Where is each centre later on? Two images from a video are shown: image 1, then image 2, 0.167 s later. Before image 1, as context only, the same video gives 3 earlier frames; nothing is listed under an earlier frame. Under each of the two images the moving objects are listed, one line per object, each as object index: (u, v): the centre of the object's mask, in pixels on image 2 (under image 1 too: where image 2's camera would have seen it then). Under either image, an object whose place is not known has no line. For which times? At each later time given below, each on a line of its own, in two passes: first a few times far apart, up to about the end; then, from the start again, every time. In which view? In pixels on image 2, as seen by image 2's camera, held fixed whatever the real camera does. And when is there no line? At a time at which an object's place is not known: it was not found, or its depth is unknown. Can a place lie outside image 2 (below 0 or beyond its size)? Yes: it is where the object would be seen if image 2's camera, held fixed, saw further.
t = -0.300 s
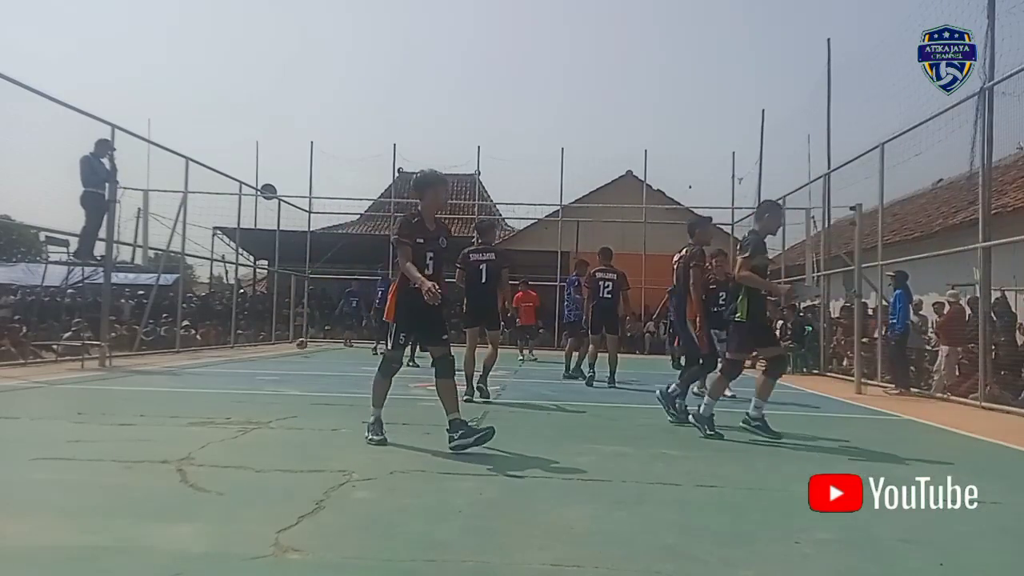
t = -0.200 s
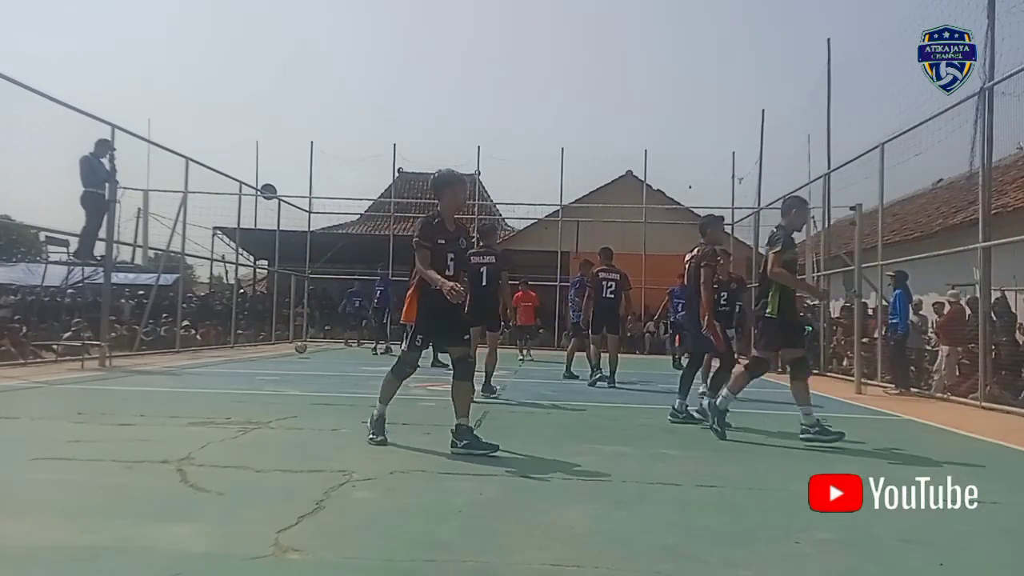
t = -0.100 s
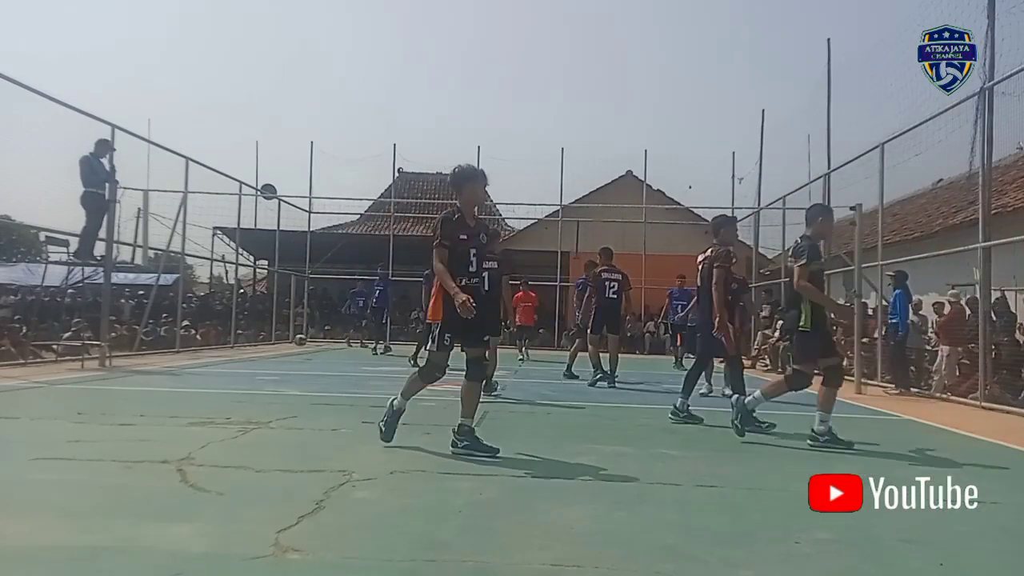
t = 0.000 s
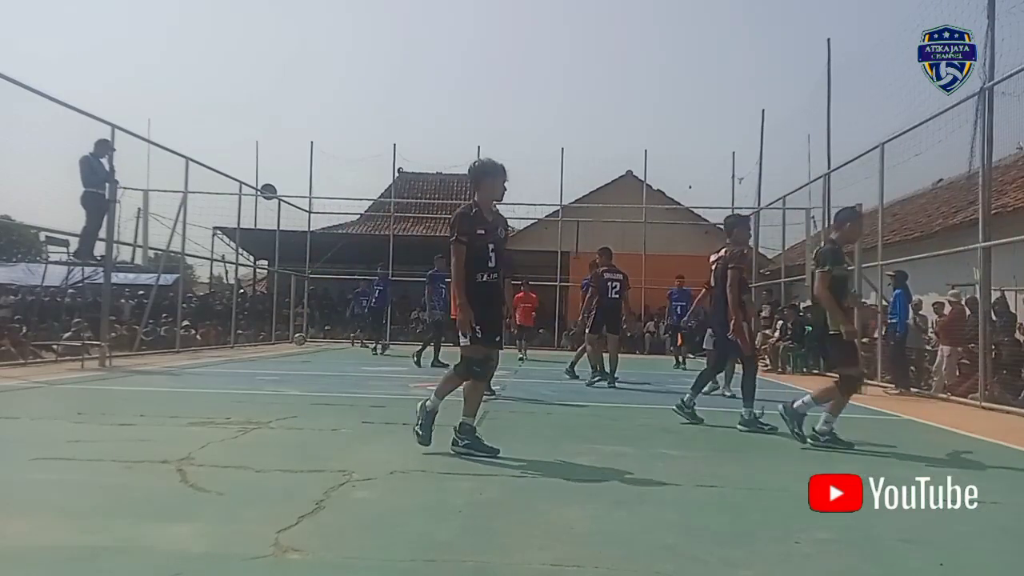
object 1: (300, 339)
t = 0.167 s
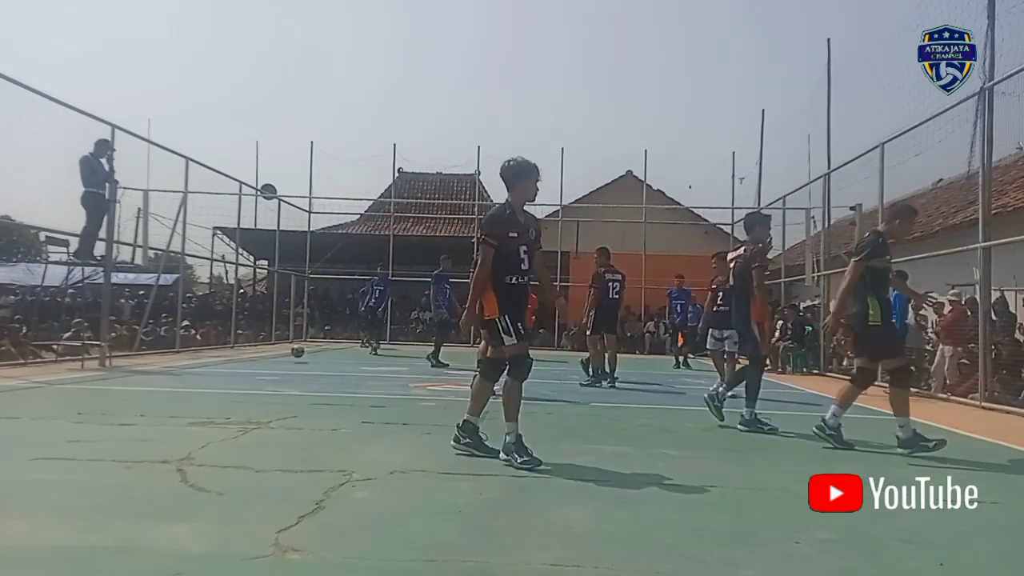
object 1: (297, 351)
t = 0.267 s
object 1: (296, 352)
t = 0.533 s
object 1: (292, 352)
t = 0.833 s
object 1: (287, 353)
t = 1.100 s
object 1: (279, 365)
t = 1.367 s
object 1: (270, 378)
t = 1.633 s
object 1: (258, 380)
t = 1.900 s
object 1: (243, 388)
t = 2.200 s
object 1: (220, 398)
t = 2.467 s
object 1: (189, 424)
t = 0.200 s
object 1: (297, 356)
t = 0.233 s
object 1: (297, 355)
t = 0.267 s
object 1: (296, 352)
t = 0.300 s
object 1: (296, 348)
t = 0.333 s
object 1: (296, 347)
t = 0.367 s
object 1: (295, 346)
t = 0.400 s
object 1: (295, 346)
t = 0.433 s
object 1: (294, 346)
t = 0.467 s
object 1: (294, 347)
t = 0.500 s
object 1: (293, 350)
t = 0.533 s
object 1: (292, 352)
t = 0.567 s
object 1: (292, 356)
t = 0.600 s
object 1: (291, 361)
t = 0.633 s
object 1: (290, 364)
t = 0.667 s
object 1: (290, 359)
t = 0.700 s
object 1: (289, 357)
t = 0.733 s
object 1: (289, 354)
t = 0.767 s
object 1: (288, 354)
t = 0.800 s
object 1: (287, 352)
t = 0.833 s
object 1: (287, 353)
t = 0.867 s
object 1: (286, 354)
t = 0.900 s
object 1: (285, 356)
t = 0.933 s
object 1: (284, 360)
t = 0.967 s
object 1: (283, 364)
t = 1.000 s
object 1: (282, 369)
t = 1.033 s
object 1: (281, 372)
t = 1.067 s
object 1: (280, 368)
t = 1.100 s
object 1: (279, 365)
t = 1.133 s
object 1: (278, 363)
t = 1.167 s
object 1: (277, 362)
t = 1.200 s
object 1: (276, 363)
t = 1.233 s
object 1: (275, 364)
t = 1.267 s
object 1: (274, 365)
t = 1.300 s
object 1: (273, 369)
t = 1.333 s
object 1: (272, 373)
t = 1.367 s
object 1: (270, 378)
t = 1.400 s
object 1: (268, 381)
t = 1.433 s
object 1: (267, 377)
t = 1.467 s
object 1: (266, 375)
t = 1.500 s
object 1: (265, 374)
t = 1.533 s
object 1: (264, 374)
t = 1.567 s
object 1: (262, 374)
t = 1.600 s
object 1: (260, 376)
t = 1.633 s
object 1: (258, 380)
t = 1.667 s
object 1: (256, 384)
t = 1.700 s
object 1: (255, 391)
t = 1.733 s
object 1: (252, 393)
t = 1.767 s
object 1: (251, 389)
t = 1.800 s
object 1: (249, 387)
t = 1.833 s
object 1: (247, 385)
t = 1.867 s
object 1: (245, 386)
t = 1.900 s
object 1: (243, 388)
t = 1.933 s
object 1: (241, 391)
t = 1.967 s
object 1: (238, 396)
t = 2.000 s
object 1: (236, 402)
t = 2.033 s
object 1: (233, 411)
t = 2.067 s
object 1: (230, 406)
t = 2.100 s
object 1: (228, 401)
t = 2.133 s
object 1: (226, 399)
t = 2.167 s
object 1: (223, 397)
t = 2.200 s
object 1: (220, 398)
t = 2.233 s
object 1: (216, 401)
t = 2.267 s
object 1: (213, 404)
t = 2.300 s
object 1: (209, 411)
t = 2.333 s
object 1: (205, 420)
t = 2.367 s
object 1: (201, 430)
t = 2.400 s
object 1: (197, 431)
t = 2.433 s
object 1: (193, 428)
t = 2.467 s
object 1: (189, 424)
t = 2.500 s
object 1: (185, 424)
